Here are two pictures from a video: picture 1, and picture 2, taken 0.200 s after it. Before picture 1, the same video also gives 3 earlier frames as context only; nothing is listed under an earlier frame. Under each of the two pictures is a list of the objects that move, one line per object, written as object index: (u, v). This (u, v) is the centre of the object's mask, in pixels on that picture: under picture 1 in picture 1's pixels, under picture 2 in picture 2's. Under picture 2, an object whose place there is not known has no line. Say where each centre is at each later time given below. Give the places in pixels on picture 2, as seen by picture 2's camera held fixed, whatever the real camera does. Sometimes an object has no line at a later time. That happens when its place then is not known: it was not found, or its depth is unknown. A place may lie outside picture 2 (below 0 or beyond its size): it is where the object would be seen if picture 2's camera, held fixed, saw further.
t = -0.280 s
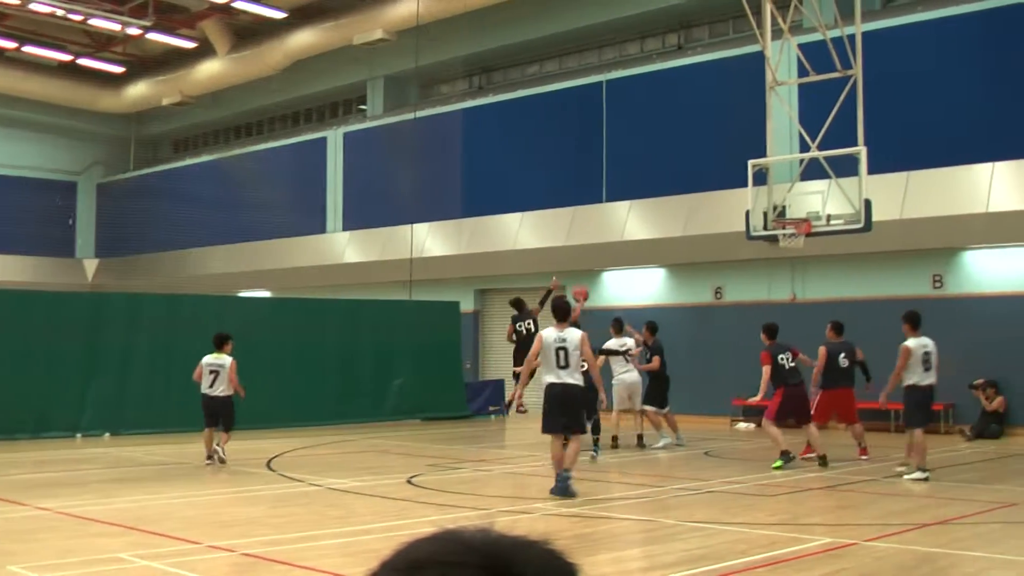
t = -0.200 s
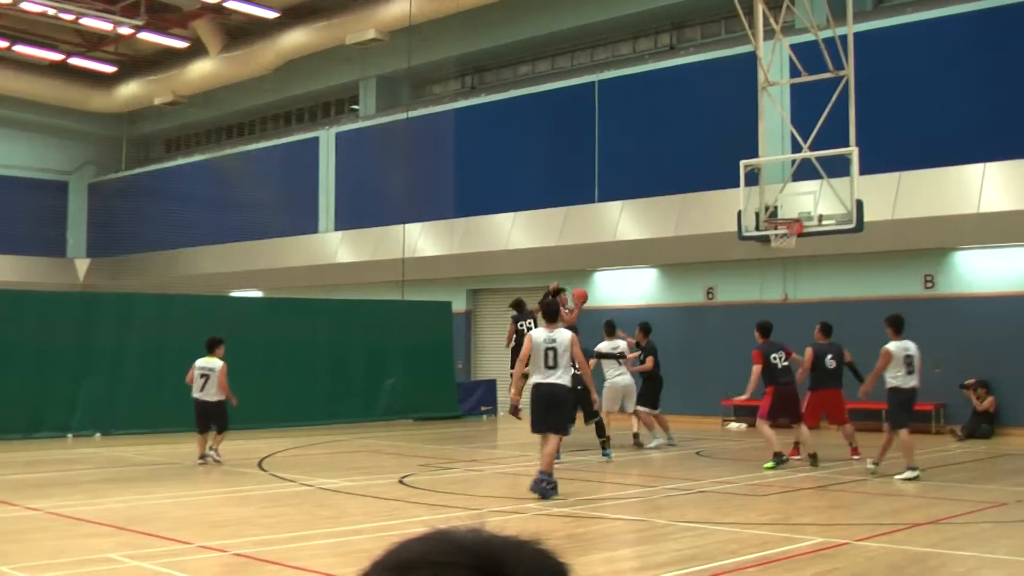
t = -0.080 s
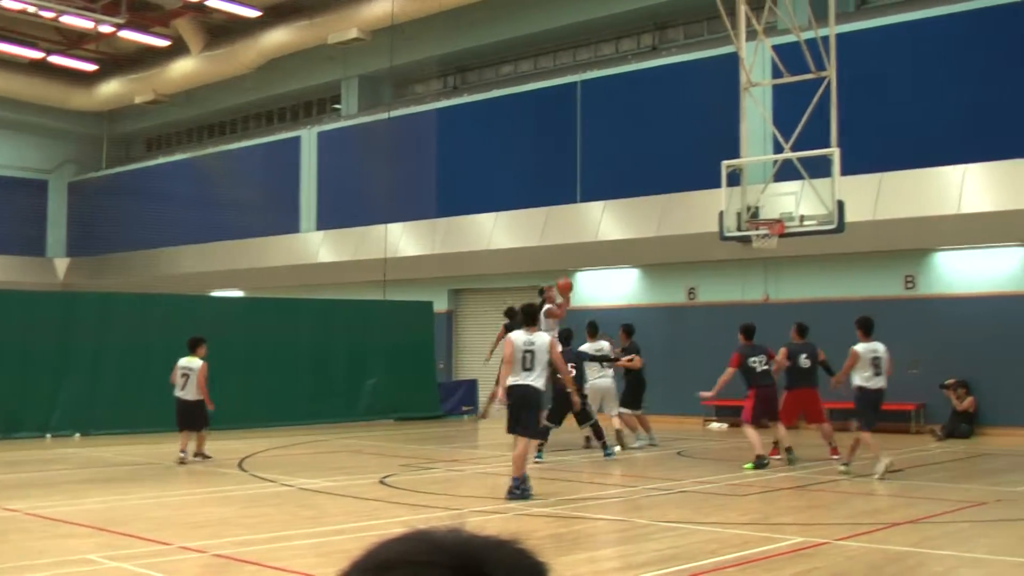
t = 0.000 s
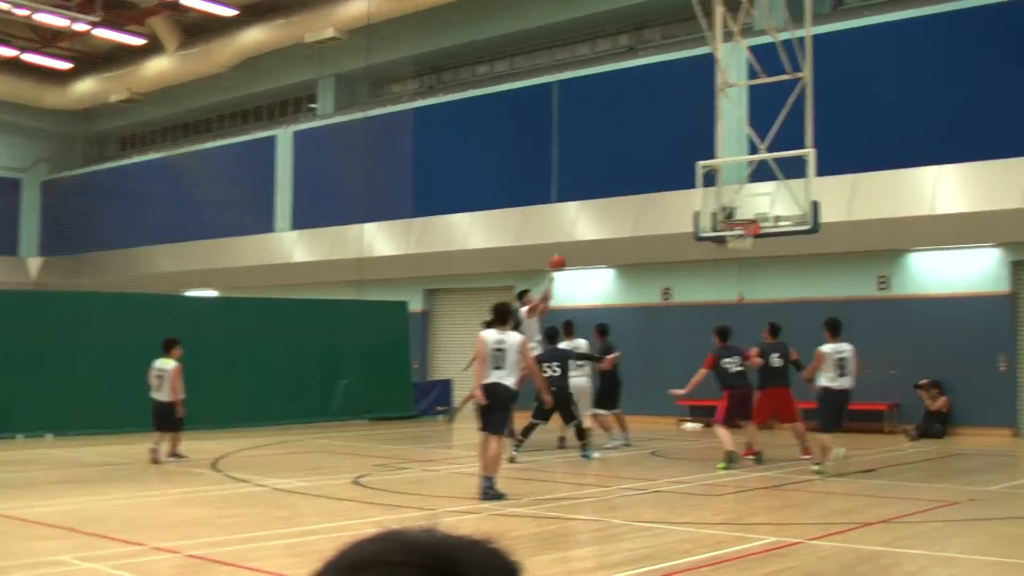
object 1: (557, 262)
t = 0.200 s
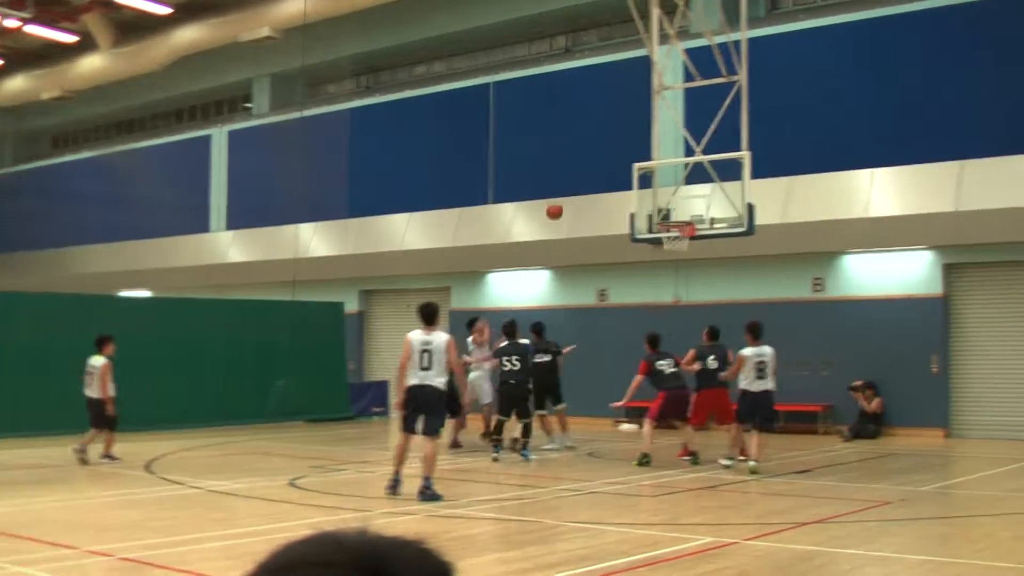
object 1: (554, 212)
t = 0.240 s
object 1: (567, 203)
